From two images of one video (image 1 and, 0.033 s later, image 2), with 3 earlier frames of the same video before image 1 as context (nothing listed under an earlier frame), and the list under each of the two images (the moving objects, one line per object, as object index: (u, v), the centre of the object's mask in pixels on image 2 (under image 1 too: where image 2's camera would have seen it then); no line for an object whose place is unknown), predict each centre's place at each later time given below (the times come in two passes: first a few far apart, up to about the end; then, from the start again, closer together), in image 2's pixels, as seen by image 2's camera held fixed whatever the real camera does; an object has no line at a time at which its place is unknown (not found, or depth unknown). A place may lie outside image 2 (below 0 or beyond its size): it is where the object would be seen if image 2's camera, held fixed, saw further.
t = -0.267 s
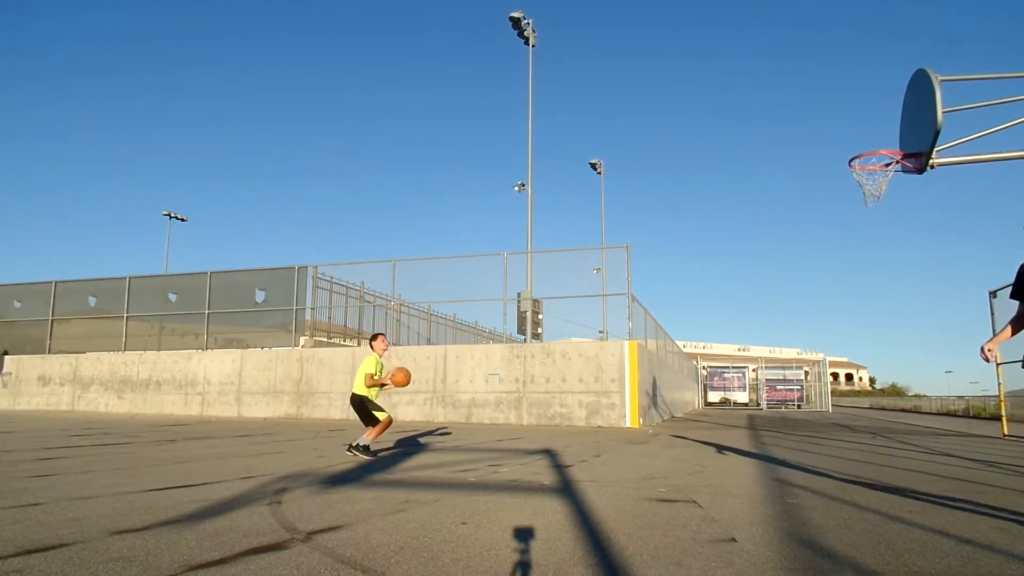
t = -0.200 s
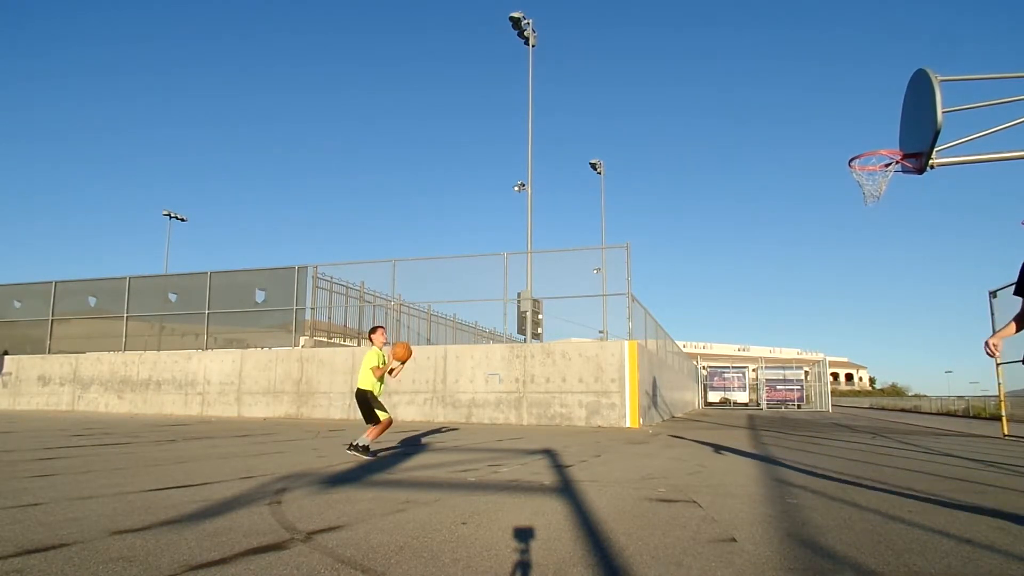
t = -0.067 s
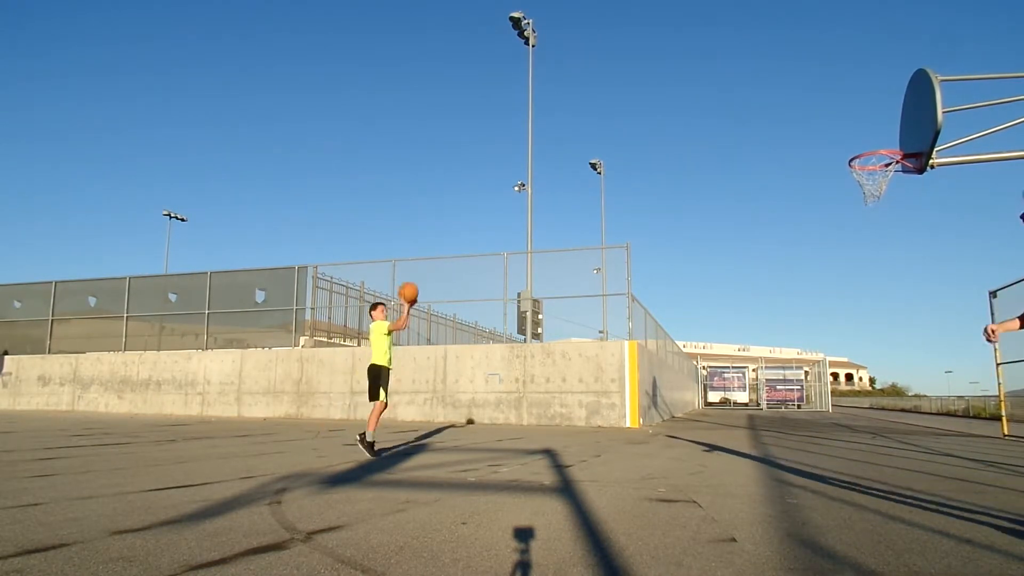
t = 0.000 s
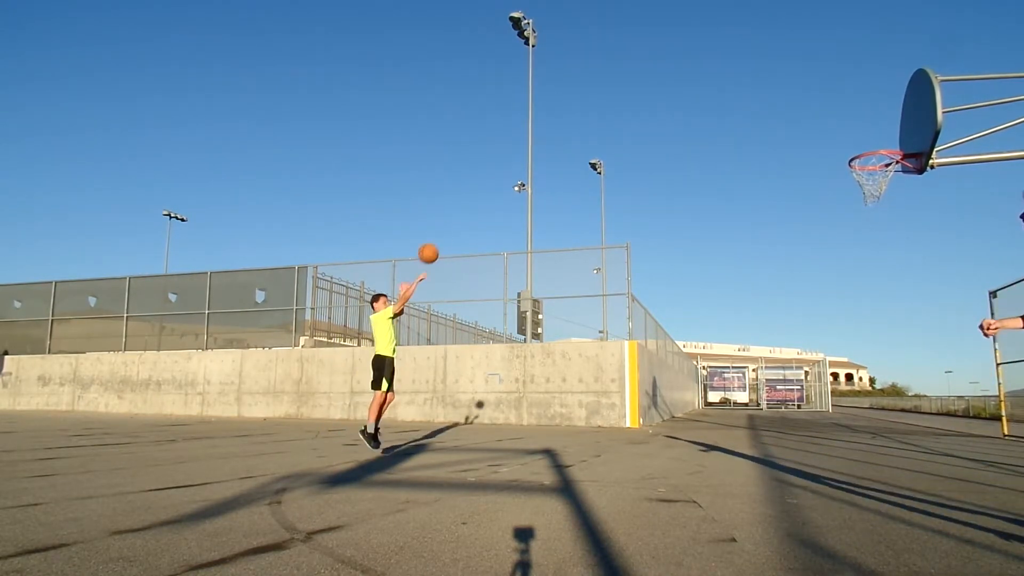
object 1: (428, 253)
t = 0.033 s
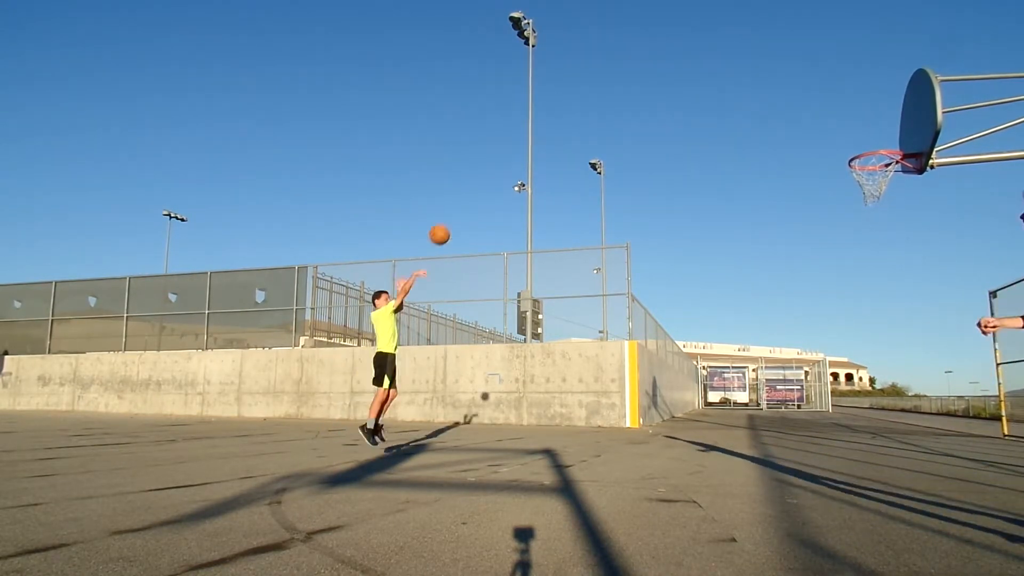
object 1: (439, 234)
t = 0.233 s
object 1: (507, 140)
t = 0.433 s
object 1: (574, 77)
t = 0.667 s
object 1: (656, 44)
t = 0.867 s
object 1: (731, 51)
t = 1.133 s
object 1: (840, 118)
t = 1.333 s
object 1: (900, 194)
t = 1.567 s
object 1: (906, 284)
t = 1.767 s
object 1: (915, 407)
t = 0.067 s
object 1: (451, 216)
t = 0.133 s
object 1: (473, 184)
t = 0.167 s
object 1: (484, 168)
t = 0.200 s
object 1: (495, 154)
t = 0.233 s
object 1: (507, 140)
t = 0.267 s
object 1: (518, 127)
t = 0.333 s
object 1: (541, 104)
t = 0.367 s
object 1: (552, 94)
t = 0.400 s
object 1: (563, 85)
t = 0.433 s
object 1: (574, 77)
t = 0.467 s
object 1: (586, 70)
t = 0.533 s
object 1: (608, 57)
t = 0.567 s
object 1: (620, 53)
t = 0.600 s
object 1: (632, 49)
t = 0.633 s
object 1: (644, 46)
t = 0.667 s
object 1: (656, 44)
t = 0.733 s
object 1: (680, 42)
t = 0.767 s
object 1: (692, 43)
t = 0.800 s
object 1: (705, 44)
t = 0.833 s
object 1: (718, 47)
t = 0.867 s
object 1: (731, 51)
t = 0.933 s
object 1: (756, 61)
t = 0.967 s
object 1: (770, 68)
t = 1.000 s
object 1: (783, 76)
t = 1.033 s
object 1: (798, 84)
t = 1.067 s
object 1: (811, 94)
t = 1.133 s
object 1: (840, 118)
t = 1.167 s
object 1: (856, 132)
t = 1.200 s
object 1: (870, 145)
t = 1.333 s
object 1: (900, 194)
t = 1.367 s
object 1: (901, 204)
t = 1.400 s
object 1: (901, 215)
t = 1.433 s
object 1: (902, 226)
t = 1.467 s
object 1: (903, 239)
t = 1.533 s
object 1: (904, 268)
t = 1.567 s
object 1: (906, 284)
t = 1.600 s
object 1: (907, 301)
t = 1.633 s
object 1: (909, 320)
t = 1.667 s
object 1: (910, 340)
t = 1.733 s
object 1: (913, 383)
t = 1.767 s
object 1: (915, 407)
